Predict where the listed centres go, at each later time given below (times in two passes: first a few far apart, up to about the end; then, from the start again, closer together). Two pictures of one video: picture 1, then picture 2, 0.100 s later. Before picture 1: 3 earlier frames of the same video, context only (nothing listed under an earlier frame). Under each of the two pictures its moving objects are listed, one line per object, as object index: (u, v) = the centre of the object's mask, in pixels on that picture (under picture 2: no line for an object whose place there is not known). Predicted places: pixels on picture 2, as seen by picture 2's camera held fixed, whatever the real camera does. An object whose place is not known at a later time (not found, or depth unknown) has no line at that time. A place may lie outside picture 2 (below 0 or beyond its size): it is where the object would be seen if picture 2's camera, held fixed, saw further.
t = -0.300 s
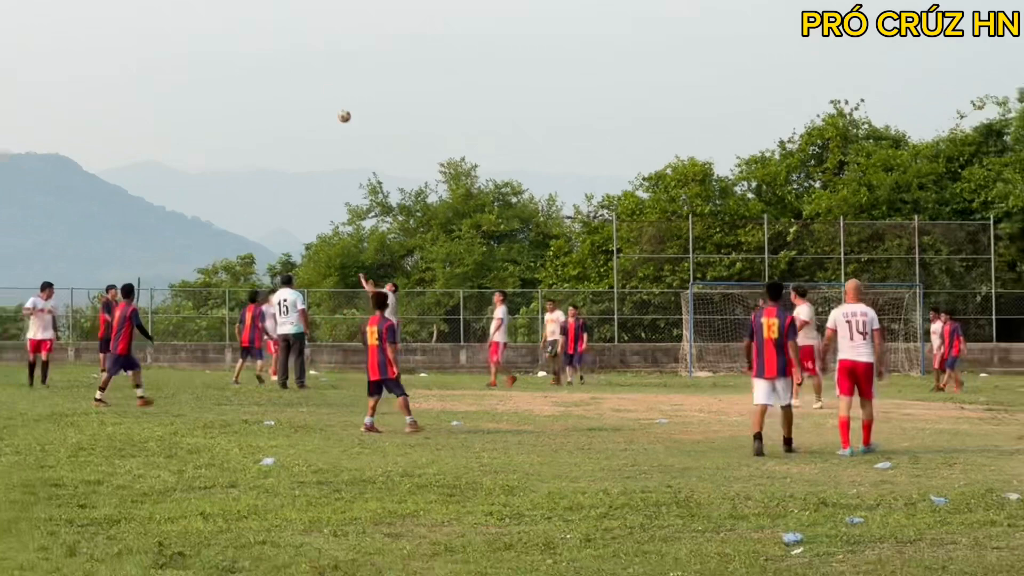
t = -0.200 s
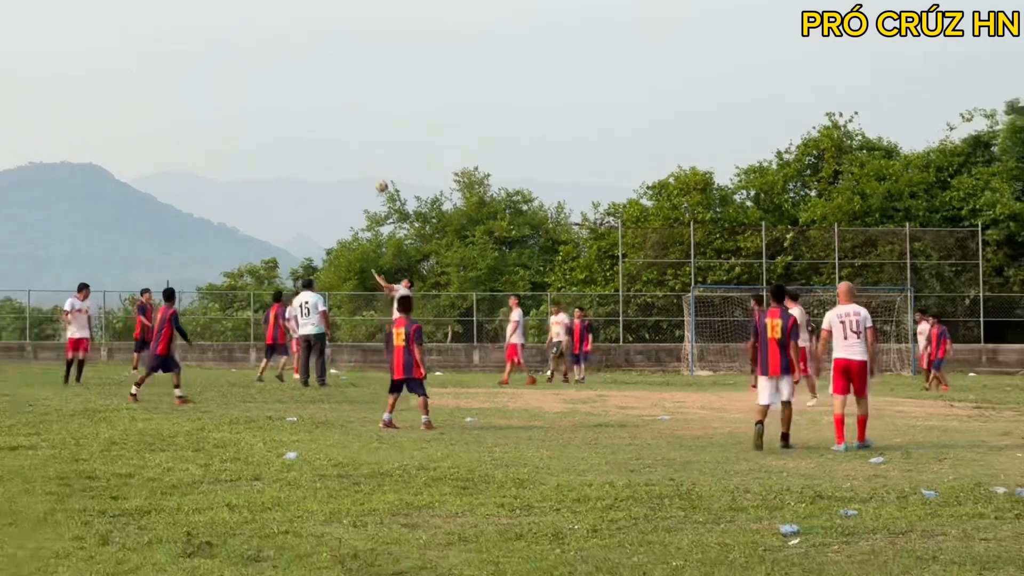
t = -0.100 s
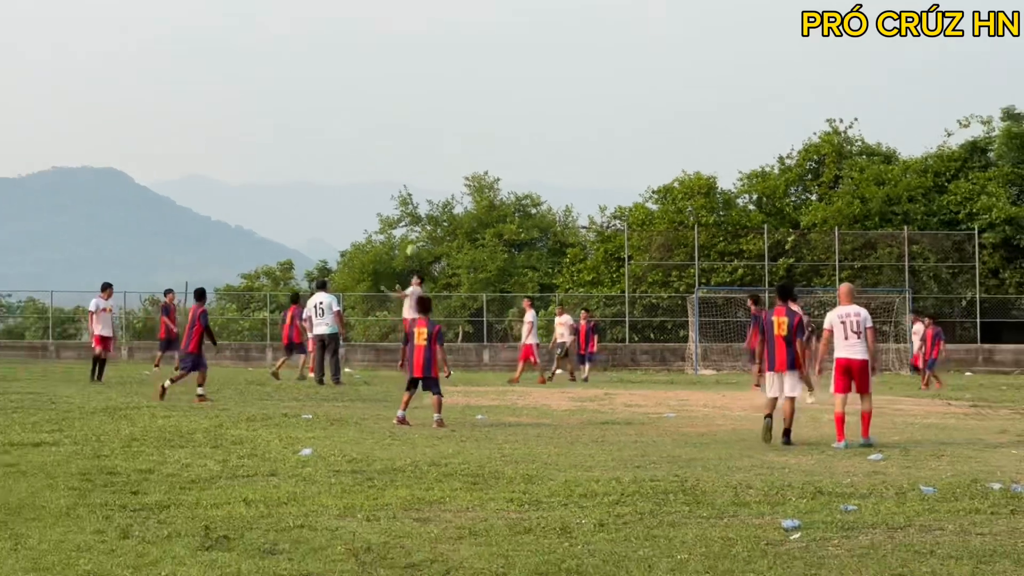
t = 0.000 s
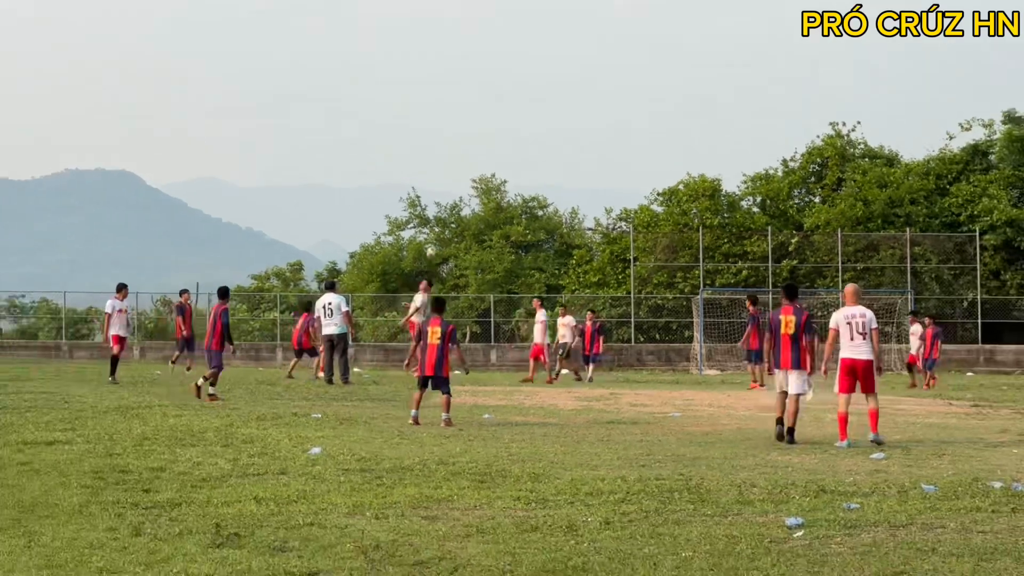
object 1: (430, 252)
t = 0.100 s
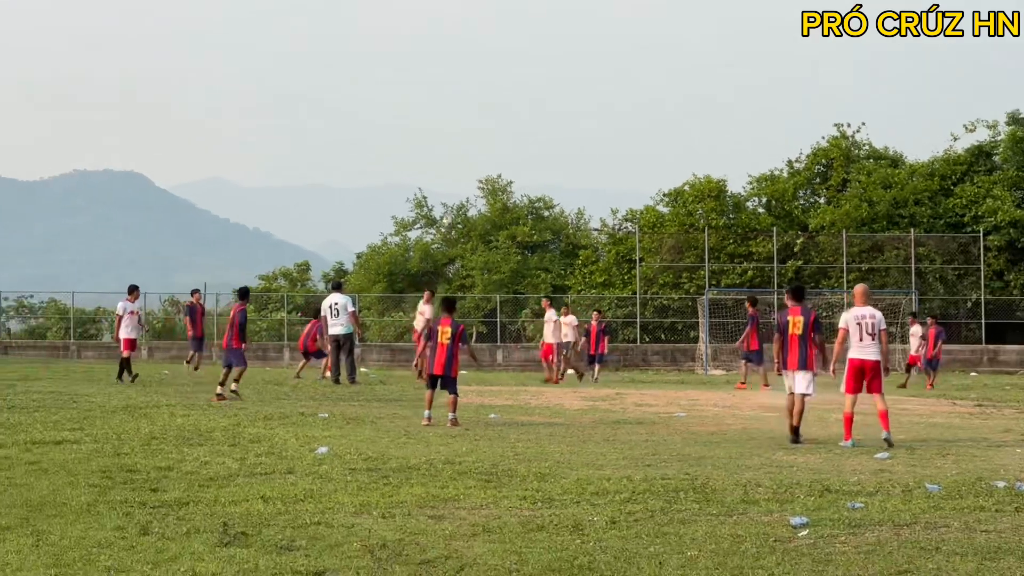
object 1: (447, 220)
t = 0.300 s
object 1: (470, 176)
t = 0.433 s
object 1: (483, 156)
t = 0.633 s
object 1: (497, 142)
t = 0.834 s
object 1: (508, 153)
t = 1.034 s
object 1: (523, 186)
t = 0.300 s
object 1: (470, 176)
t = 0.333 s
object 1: (473, 170)
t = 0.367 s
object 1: (476, 165)
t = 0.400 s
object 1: (479, 161)
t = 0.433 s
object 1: (483, 156)
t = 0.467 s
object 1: (485, 153)
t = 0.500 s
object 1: (488, 150)
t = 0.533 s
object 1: (490, 147)
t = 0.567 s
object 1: (493, 145)
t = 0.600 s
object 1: (495, 144)
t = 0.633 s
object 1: (497, 142)
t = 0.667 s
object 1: (499, 142)
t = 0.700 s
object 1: (501, 143)
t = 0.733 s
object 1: (503, 145)
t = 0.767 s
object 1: (505, 147)
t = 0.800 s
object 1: (507, 150)
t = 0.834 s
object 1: (508, 153)
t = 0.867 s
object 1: (510, 158)
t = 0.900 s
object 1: (512, 163)
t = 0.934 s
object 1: (515, 167)
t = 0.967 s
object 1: (517, 174)
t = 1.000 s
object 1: (521, 180)
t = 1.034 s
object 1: (523, 186)
